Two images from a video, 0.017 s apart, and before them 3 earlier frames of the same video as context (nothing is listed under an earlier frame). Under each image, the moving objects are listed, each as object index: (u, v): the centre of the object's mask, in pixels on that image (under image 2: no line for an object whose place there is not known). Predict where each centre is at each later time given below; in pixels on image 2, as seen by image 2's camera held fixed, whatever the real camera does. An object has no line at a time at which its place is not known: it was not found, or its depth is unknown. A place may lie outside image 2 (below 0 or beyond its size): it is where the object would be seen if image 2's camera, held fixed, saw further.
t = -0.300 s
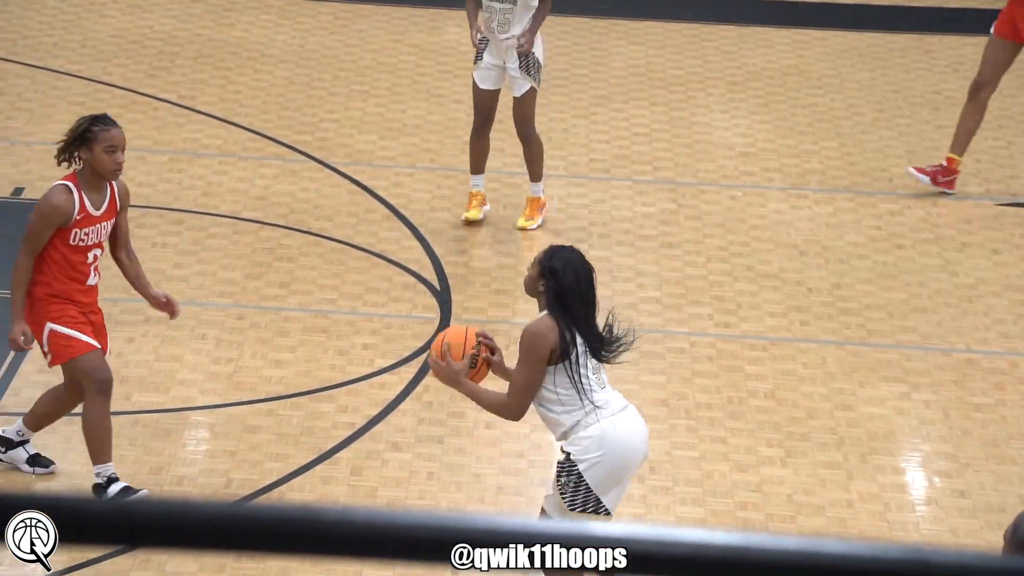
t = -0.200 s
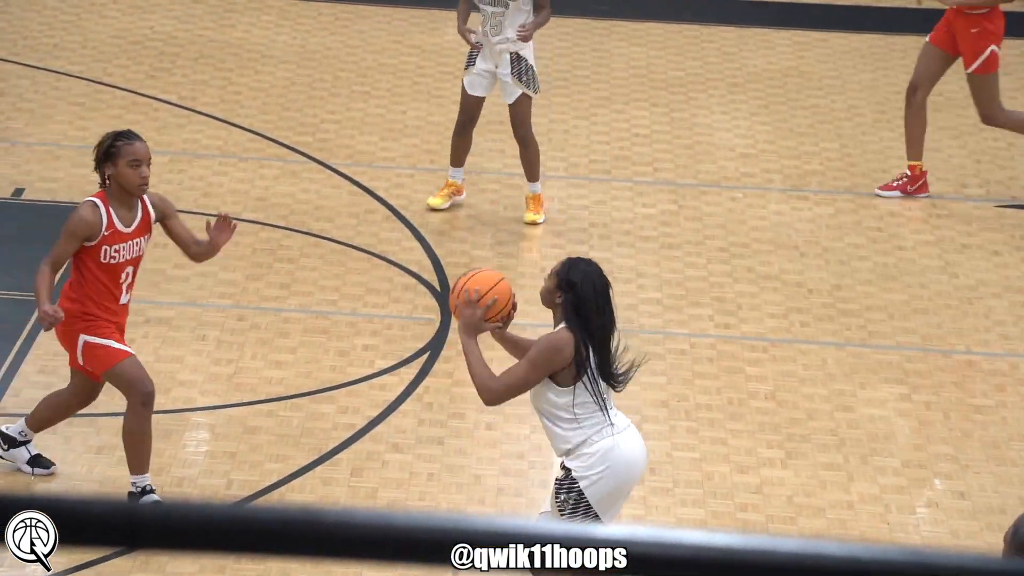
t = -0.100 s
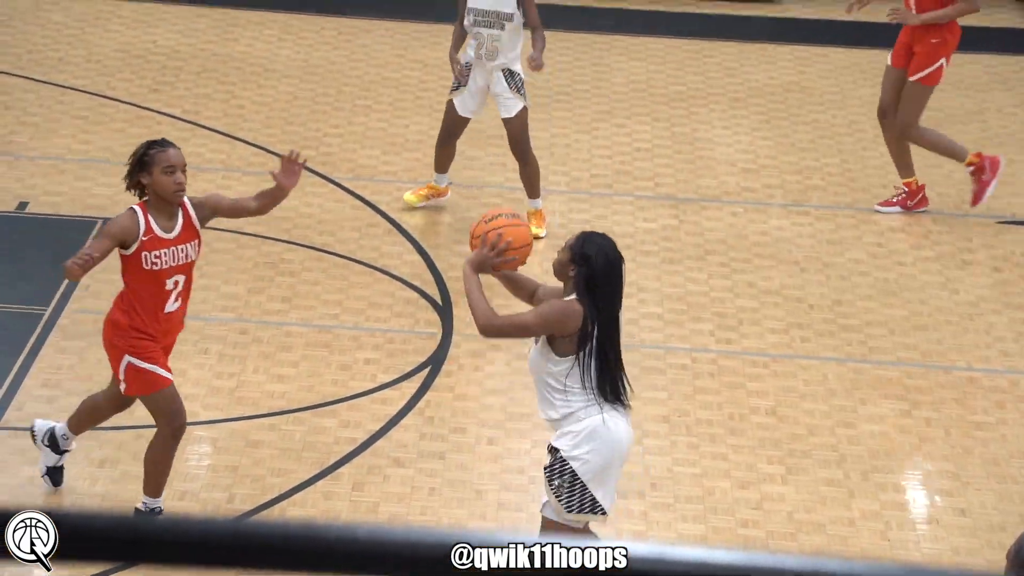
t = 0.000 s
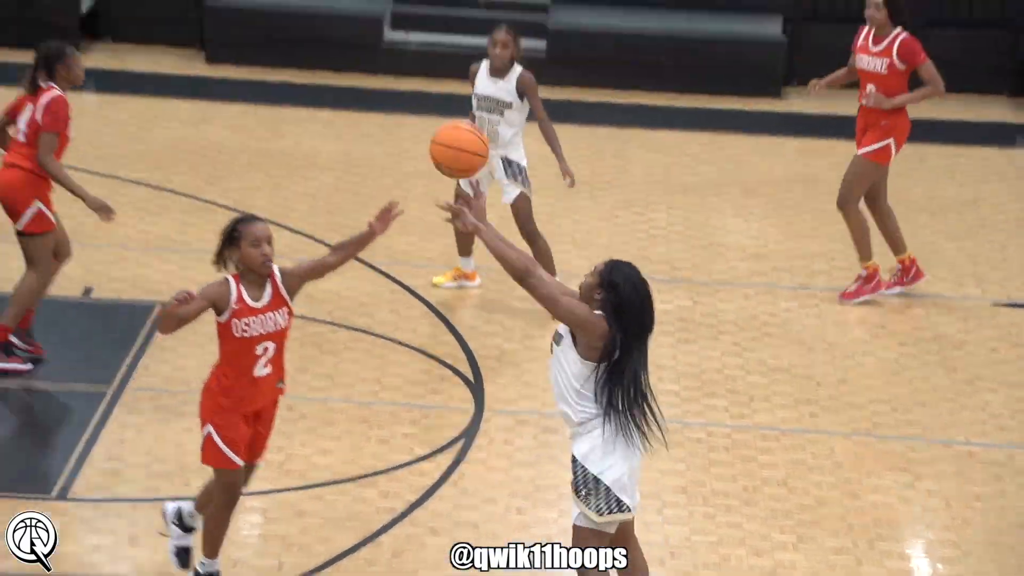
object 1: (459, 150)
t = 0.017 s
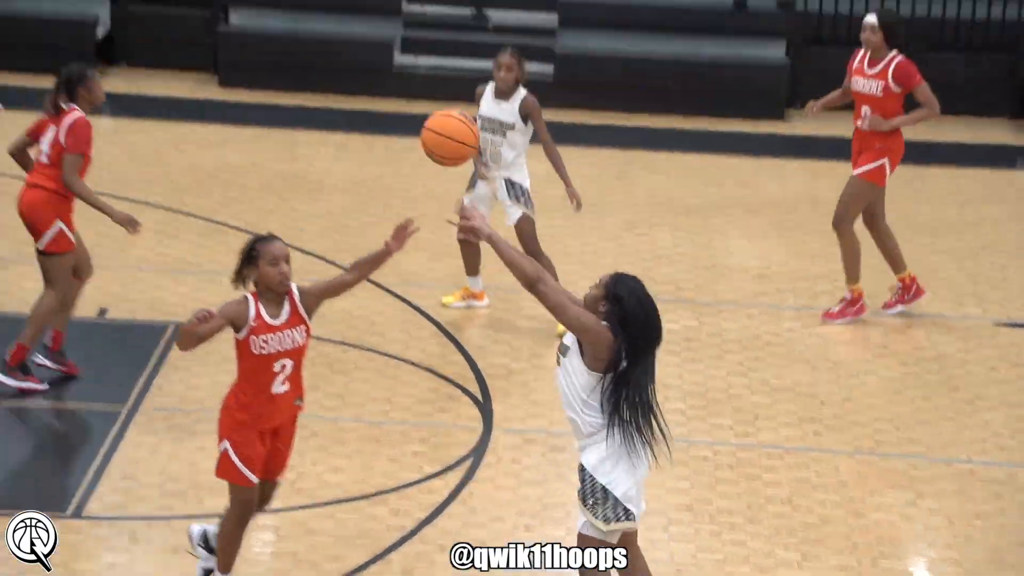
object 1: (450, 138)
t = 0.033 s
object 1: (433, 103)
